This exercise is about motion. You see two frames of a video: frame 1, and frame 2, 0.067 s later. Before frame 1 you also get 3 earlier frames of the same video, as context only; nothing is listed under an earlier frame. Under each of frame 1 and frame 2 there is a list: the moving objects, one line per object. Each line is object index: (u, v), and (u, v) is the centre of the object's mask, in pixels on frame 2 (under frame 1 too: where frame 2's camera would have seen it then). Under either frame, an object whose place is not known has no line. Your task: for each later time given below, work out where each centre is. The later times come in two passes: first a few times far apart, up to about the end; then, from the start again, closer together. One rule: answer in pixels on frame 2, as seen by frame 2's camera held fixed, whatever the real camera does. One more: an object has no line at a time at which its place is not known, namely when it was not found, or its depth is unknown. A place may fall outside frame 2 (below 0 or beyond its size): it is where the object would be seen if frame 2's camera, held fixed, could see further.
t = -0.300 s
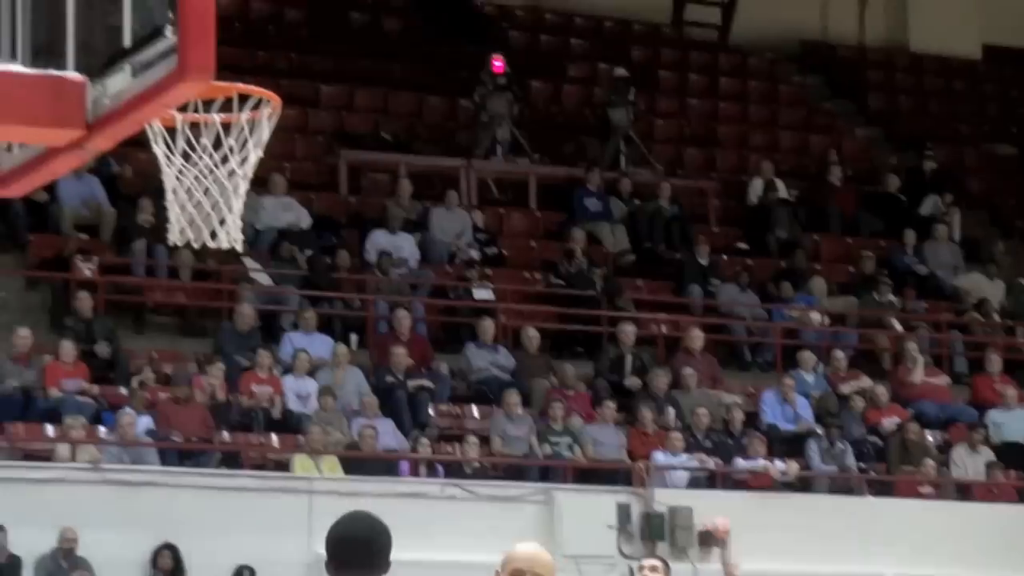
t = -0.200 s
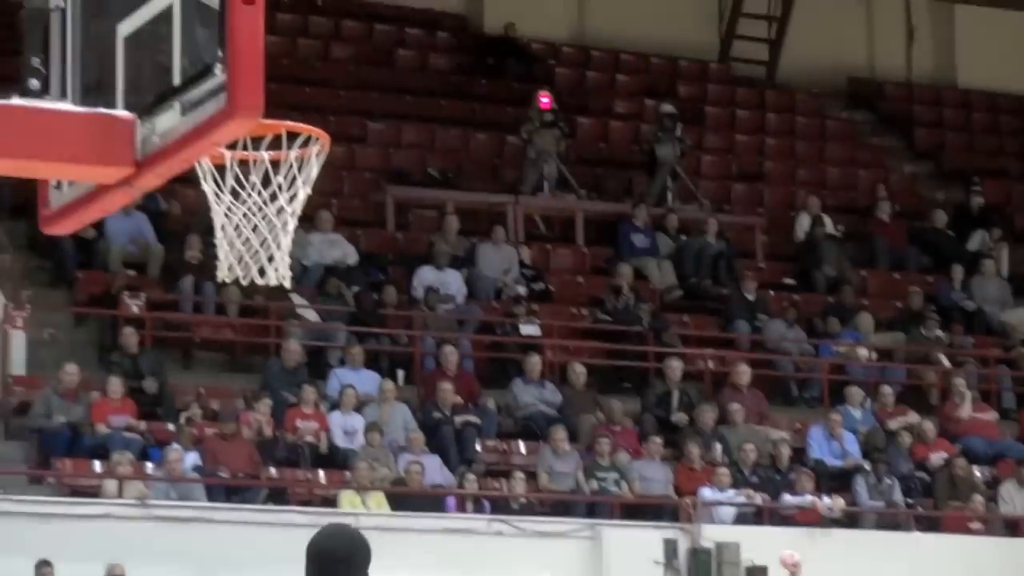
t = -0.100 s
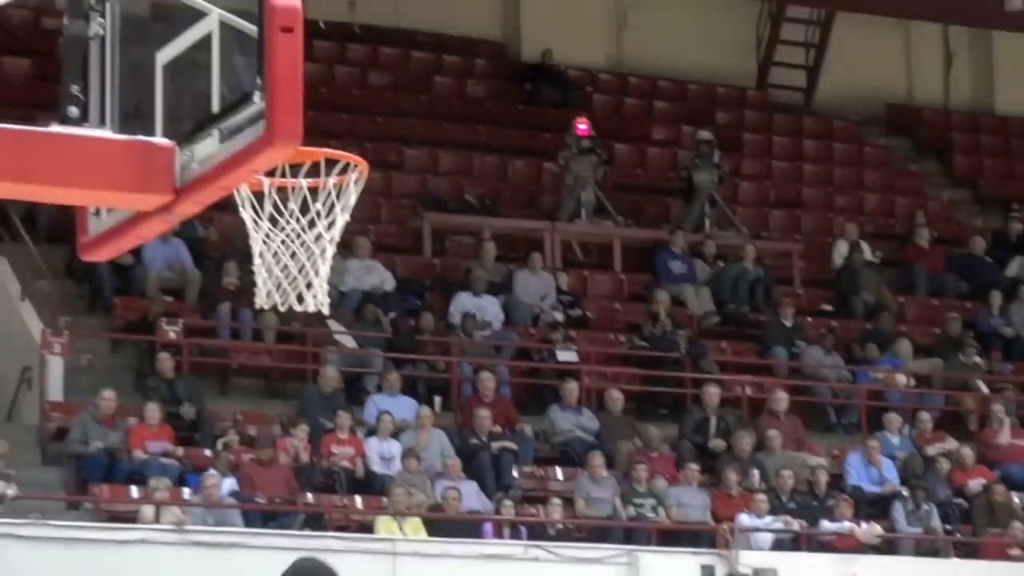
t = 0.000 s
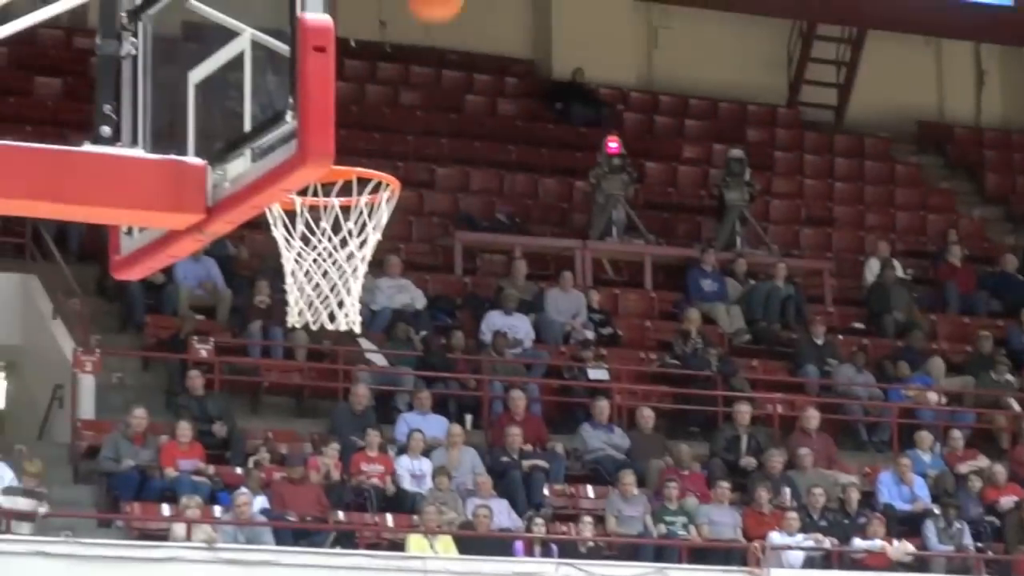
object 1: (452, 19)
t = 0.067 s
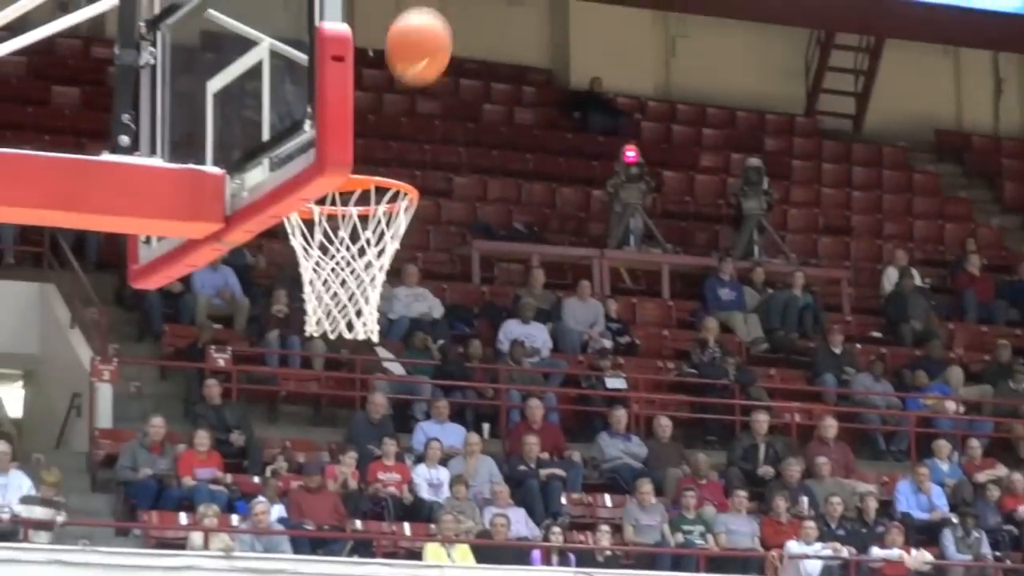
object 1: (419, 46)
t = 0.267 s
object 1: (314, 263)
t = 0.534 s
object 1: (284, 428)
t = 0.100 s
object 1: (402, 77)
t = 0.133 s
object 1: (386, 112)
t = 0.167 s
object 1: (376, 143)
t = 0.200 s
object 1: (351, 201)
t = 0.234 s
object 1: (323, 245)
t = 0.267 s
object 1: (314, 263)
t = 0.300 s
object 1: (311, 271)
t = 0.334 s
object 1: (309, 281)
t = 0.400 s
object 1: (303, 314)
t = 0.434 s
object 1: (298, 337)
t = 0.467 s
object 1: (293, 364)
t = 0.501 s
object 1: (288, 394)
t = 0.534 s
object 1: (284, 428)
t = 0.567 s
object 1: (281, 464)
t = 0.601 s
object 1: (277, 508)
